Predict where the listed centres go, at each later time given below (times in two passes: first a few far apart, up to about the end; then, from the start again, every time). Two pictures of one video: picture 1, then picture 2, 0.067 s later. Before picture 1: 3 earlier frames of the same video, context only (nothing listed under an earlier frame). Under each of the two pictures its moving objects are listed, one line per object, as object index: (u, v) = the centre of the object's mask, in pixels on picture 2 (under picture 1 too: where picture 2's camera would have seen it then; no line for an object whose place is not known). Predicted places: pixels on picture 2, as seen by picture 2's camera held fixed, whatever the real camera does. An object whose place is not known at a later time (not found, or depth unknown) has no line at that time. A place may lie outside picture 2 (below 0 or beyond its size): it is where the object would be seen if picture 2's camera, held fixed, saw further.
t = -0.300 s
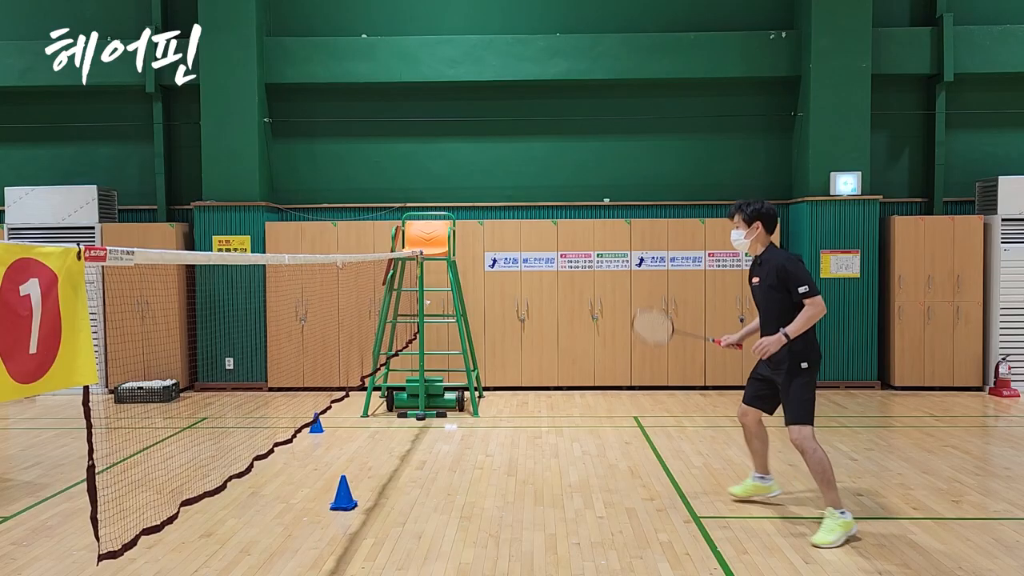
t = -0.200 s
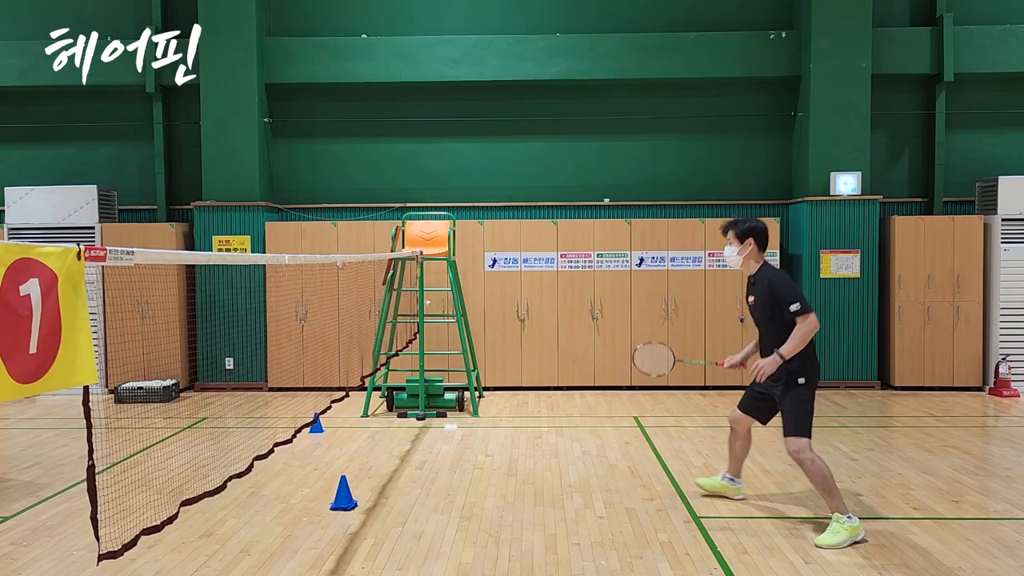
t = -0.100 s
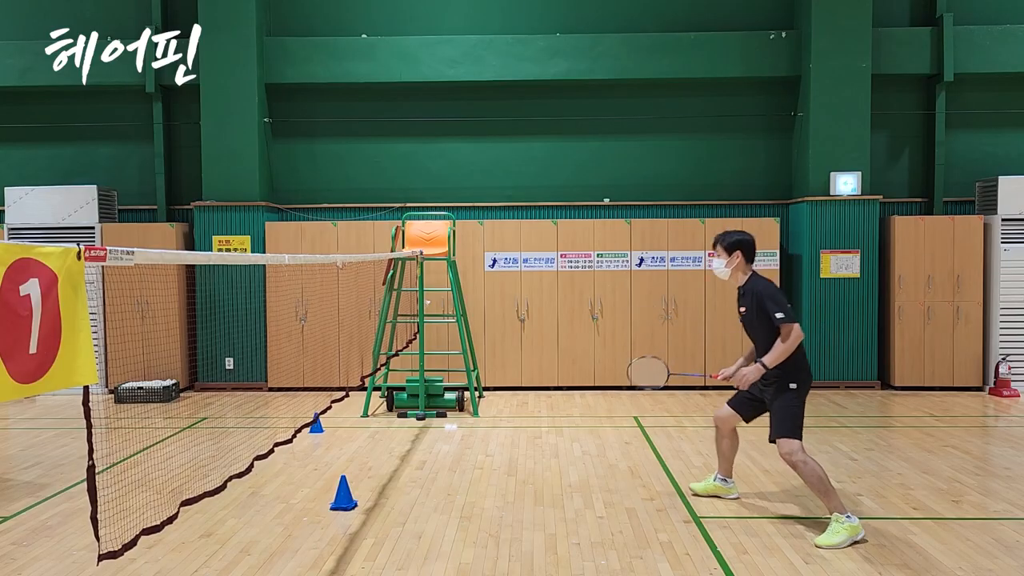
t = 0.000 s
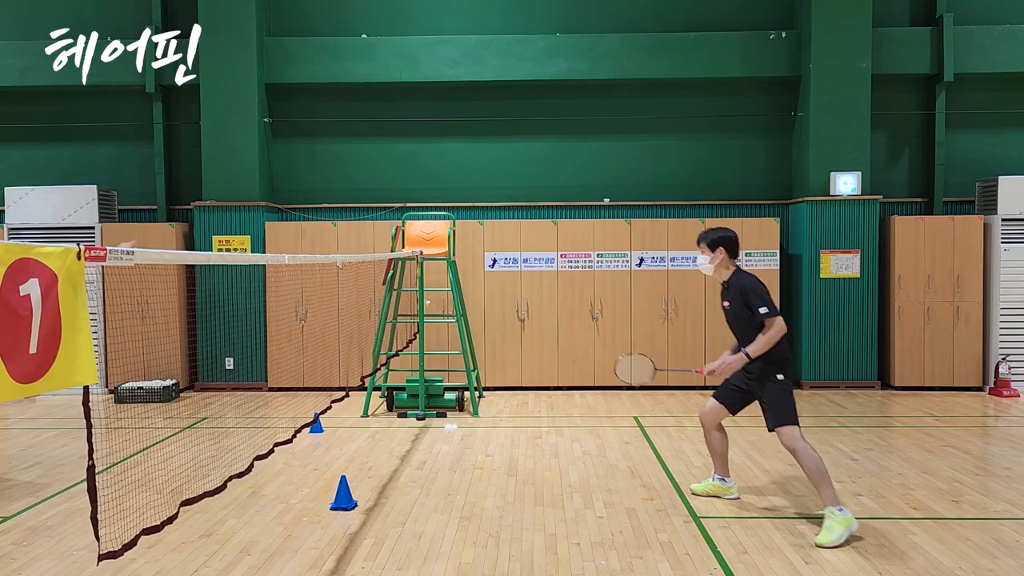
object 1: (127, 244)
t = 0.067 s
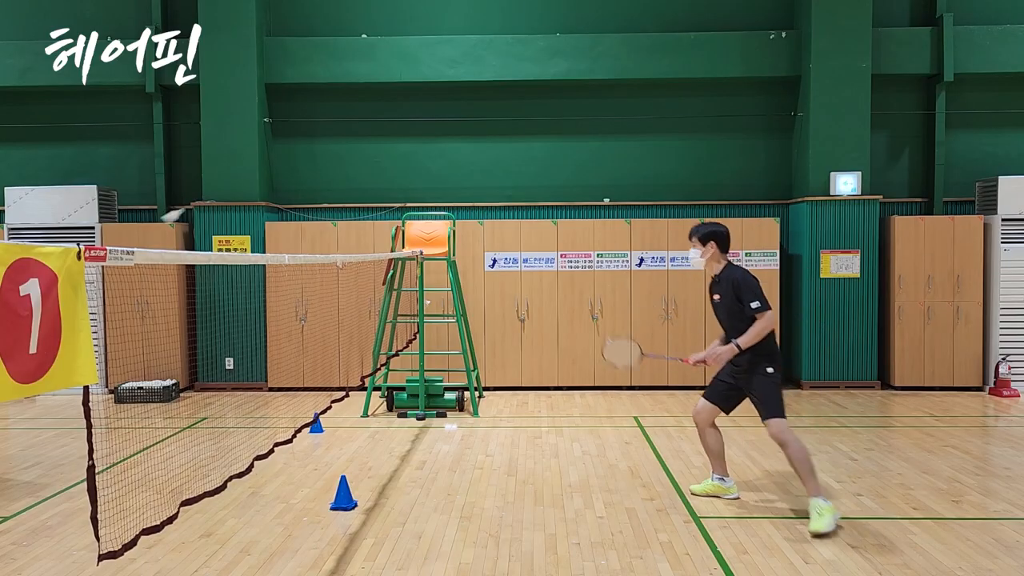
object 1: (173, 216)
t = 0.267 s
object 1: (293, 167)
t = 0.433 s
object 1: (372, 174)
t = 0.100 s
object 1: (195, 203)
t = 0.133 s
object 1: (217, 192)
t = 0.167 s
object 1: (237, 183)
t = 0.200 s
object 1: (257, 176)
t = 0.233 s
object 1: (275, 171)
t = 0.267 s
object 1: (293, 167)
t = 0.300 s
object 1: (310, 166)
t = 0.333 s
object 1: (326, 166)
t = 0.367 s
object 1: (342, 167)
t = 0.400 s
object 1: (357, 170)
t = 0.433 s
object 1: (372, 174)
